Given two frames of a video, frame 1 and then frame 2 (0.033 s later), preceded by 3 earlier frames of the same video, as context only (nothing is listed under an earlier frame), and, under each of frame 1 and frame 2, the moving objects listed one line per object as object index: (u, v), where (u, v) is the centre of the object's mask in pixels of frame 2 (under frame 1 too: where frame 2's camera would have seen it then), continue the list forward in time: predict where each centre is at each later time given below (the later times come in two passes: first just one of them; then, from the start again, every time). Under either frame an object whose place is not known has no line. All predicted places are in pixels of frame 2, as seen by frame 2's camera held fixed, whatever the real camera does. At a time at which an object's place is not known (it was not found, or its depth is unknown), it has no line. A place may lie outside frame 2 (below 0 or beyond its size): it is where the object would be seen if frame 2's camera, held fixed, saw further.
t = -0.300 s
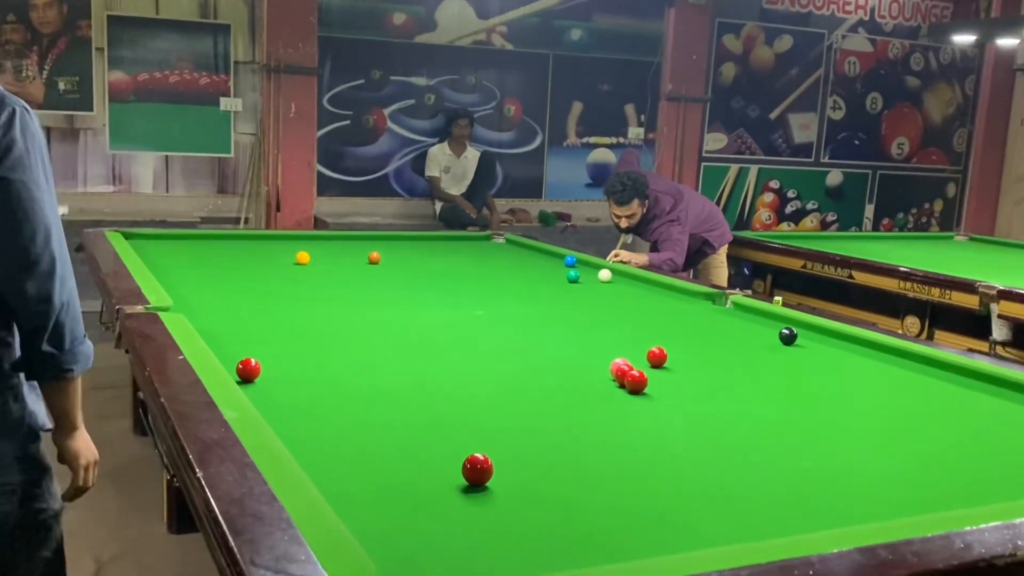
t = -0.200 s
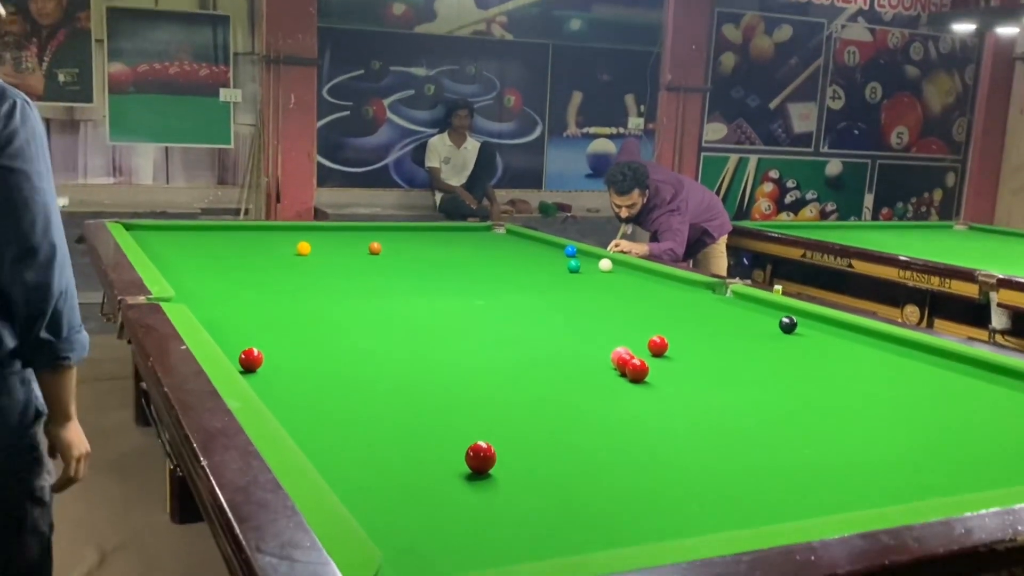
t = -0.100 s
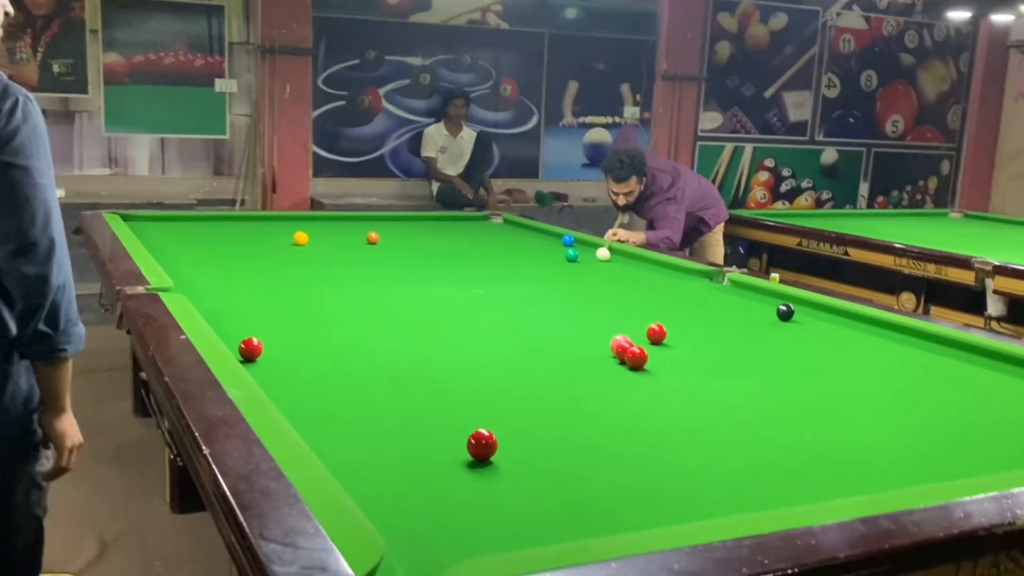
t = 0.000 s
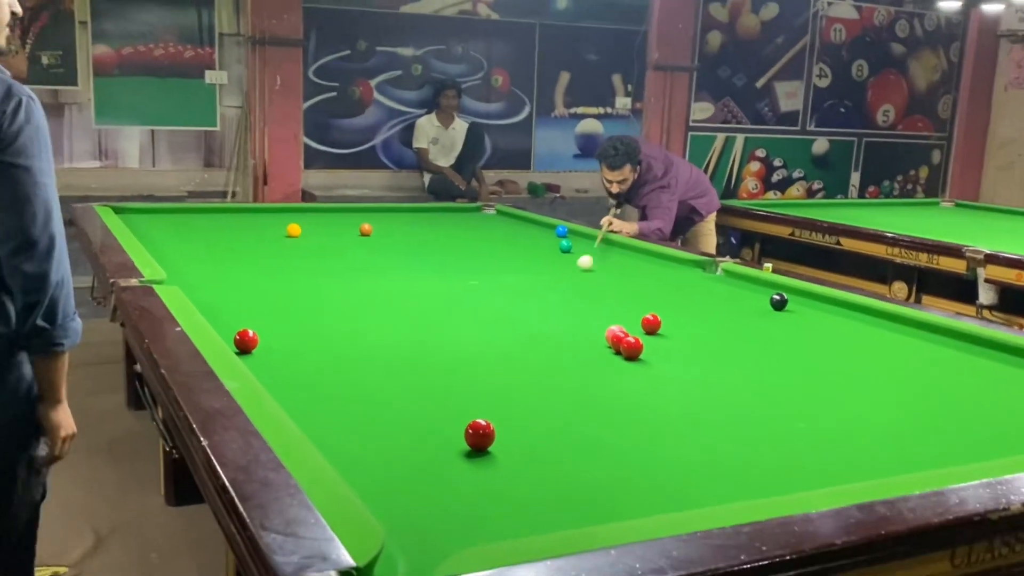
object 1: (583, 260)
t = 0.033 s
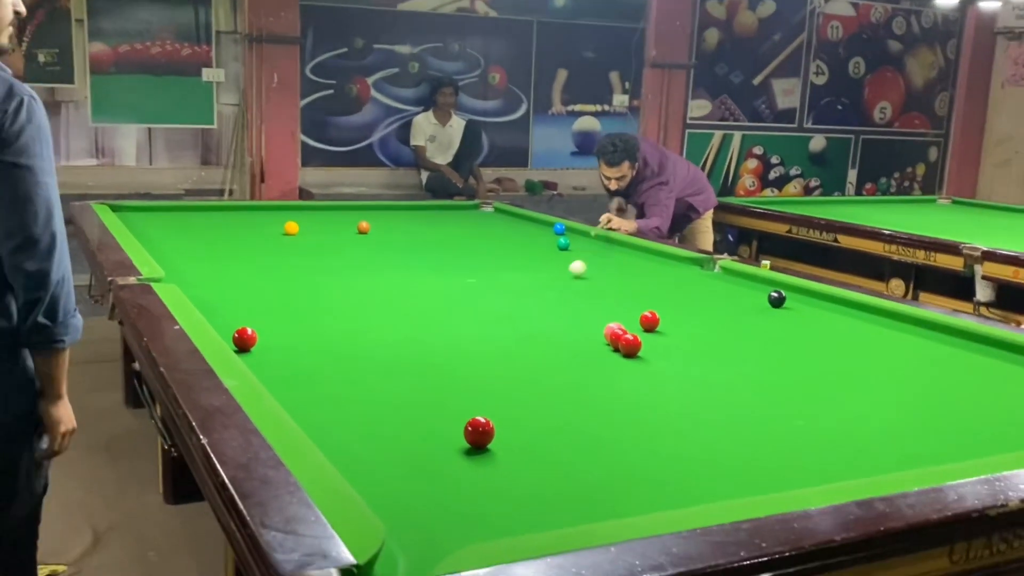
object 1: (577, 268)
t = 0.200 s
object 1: (537, 337)
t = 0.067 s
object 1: (571, 279)
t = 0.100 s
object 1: (565, 291)
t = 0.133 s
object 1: (557, 305)
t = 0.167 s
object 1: (547, 320)
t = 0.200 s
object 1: (537, 337)
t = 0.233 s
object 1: (524, 357)
